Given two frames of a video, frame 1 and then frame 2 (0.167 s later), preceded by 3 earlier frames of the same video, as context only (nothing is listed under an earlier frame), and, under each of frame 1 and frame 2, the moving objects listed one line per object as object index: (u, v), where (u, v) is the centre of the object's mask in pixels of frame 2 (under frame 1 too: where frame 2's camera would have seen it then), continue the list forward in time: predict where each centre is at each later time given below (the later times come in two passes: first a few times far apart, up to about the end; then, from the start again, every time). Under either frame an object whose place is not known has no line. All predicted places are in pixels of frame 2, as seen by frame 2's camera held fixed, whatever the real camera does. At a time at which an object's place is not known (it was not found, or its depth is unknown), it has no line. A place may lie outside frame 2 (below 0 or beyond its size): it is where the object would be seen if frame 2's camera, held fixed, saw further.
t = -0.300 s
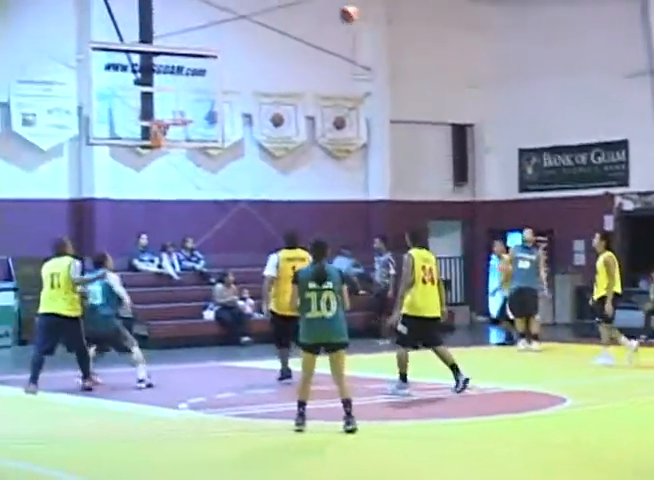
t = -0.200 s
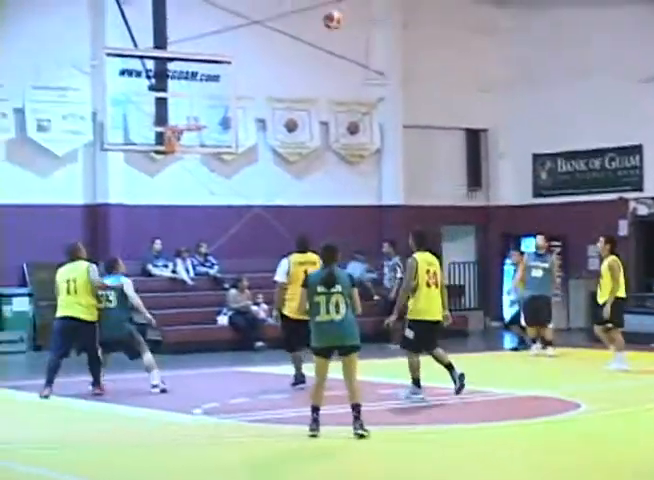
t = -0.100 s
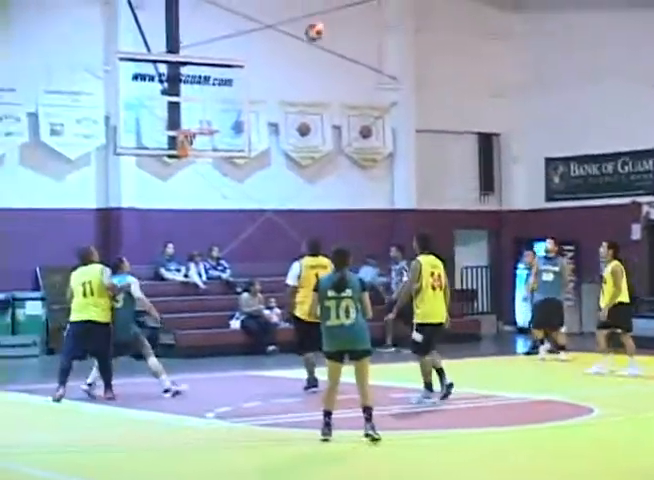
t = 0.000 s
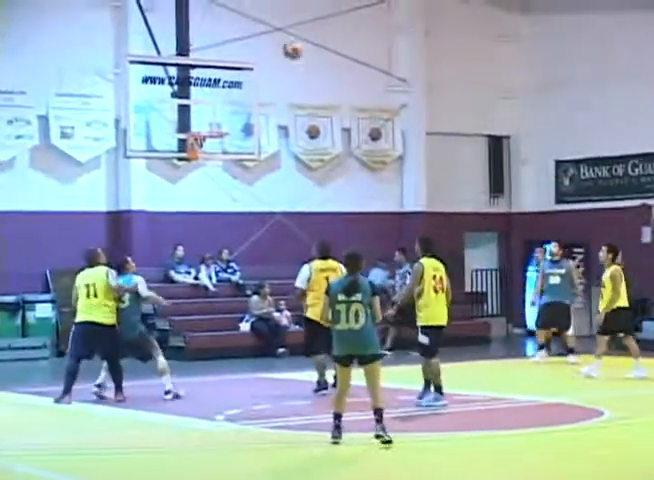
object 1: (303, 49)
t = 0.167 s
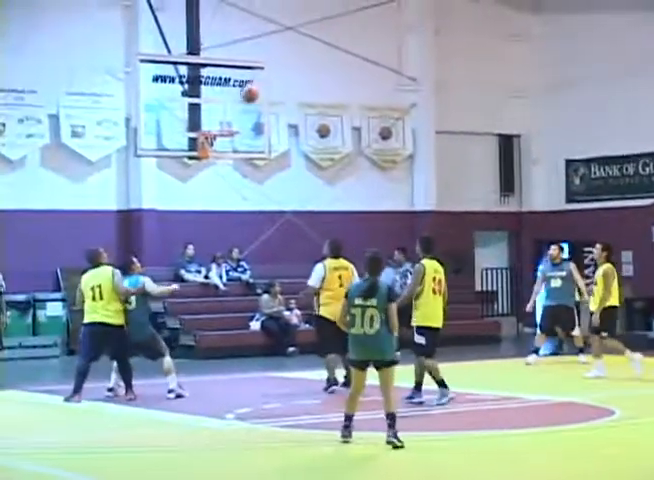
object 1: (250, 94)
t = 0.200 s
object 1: (238, 107)
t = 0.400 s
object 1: (211, 181)
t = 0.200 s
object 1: (238, 107)
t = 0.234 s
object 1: (227, 120)
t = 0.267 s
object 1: (218, 132)
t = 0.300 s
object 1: (213, 148)
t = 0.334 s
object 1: (212, 156)
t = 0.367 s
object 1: (212, 168)
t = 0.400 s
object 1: (211, 181)
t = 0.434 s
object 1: (212, 194)
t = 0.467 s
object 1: (211, 206)
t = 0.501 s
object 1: (211, 219)
